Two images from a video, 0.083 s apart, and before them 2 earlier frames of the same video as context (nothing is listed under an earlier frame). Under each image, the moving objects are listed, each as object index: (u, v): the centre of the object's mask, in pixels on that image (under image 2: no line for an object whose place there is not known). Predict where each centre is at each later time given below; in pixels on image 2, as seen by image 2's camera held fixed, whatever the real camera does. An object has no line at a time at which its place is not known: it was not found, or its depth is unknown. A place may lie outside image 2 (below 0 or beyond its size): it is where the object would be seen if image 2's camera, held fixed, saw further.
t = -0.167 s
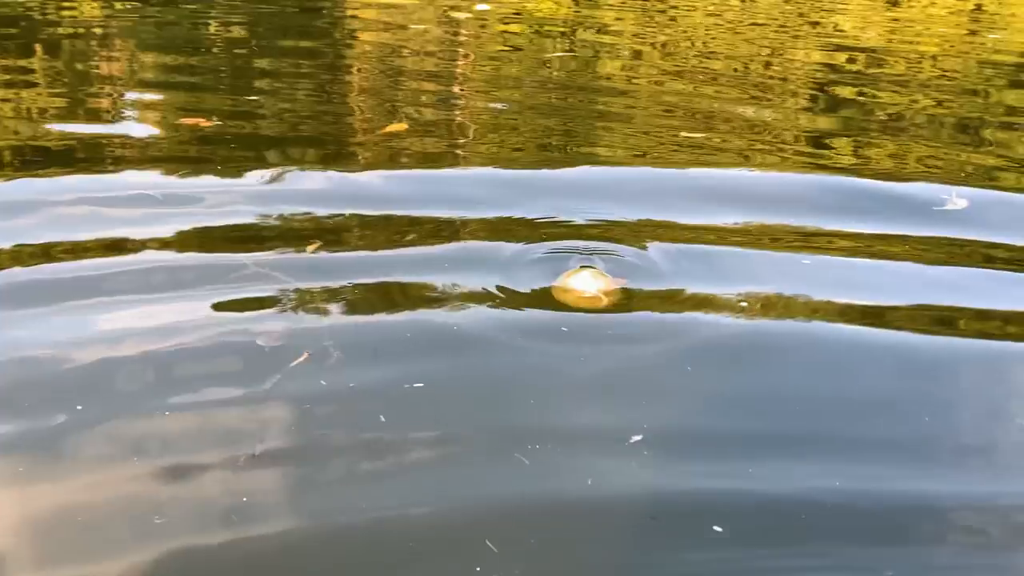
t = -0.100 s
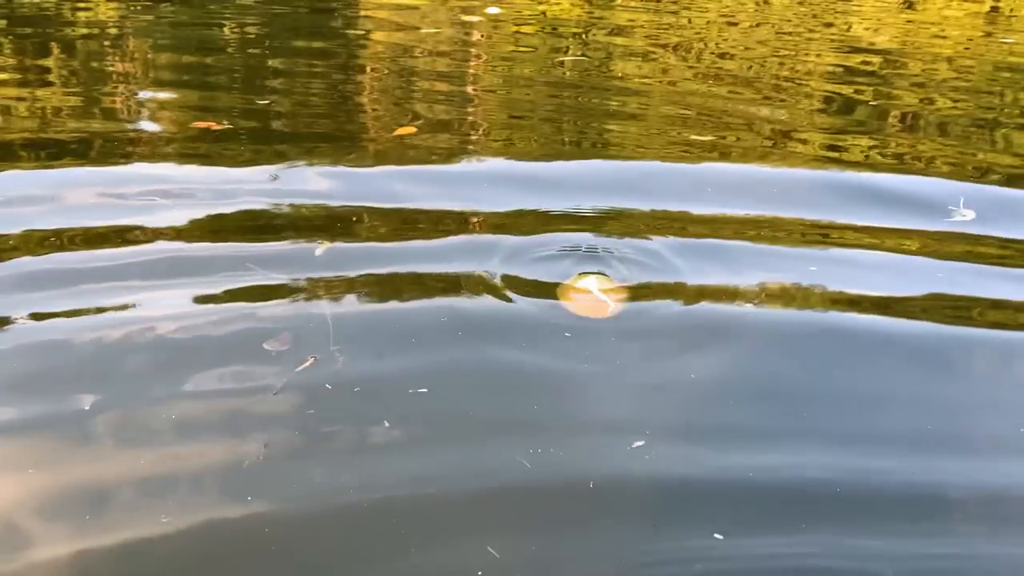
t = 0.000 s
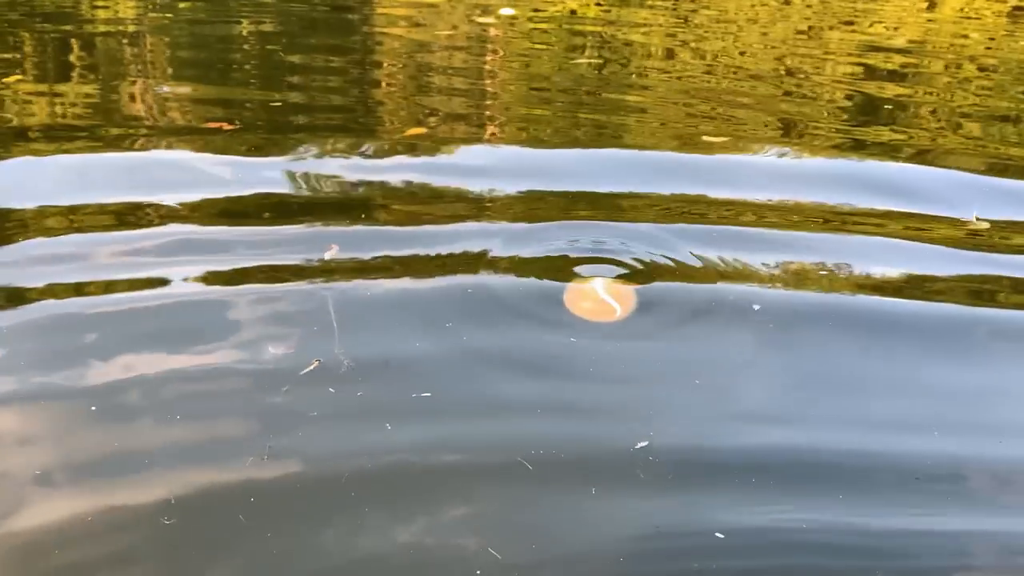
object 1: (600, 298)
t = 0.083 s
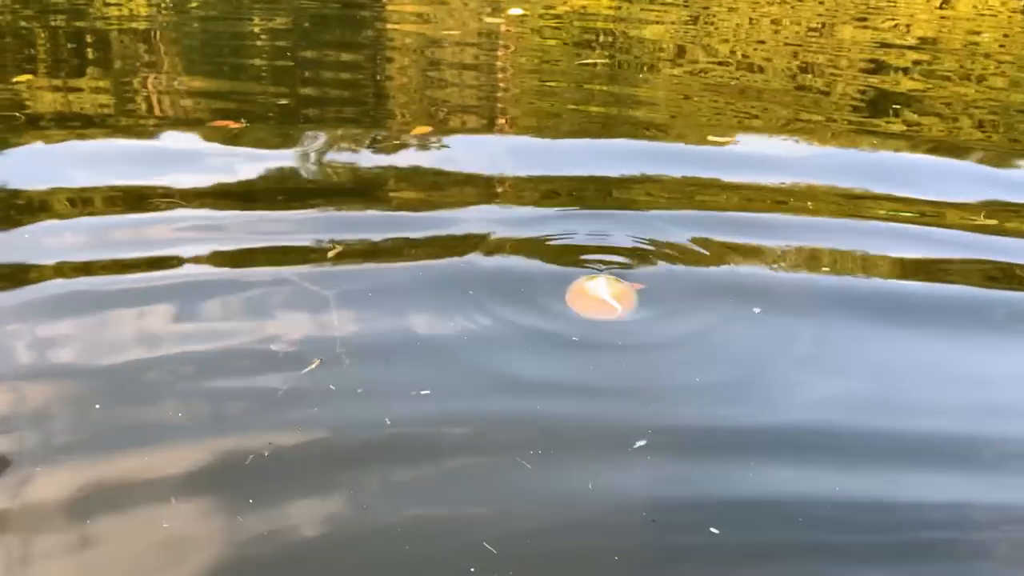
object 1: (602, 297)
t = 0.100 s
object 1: (601, 299)
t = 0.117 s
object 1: (600, 303)
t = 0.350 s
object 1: (571, 283)
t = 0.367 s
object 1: (572, 287)
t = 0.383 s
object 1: (571, 290)
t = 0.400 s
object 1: (570, 293)
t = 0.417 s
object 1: (569, 295)
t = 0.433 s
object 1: (568, 298)
